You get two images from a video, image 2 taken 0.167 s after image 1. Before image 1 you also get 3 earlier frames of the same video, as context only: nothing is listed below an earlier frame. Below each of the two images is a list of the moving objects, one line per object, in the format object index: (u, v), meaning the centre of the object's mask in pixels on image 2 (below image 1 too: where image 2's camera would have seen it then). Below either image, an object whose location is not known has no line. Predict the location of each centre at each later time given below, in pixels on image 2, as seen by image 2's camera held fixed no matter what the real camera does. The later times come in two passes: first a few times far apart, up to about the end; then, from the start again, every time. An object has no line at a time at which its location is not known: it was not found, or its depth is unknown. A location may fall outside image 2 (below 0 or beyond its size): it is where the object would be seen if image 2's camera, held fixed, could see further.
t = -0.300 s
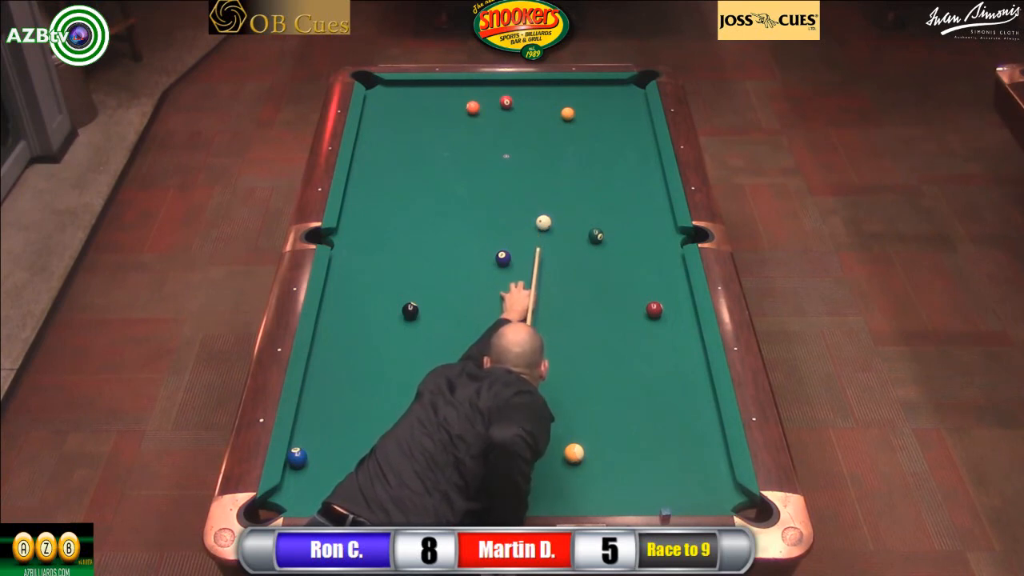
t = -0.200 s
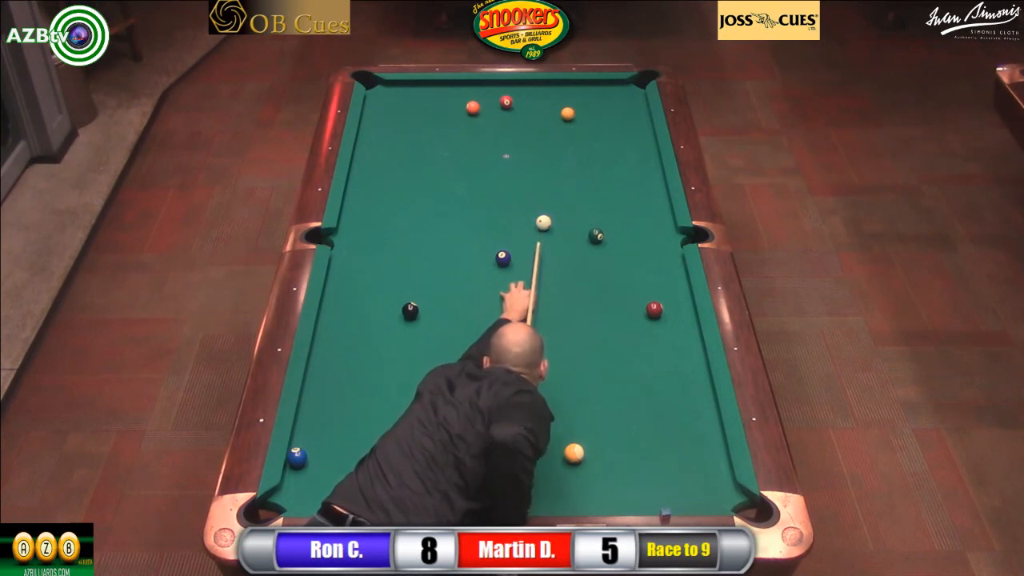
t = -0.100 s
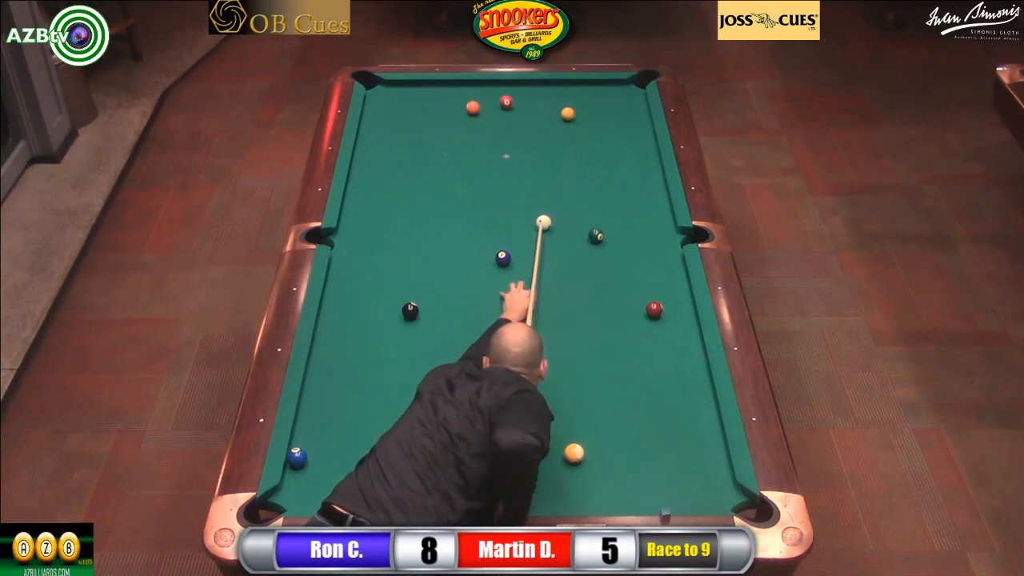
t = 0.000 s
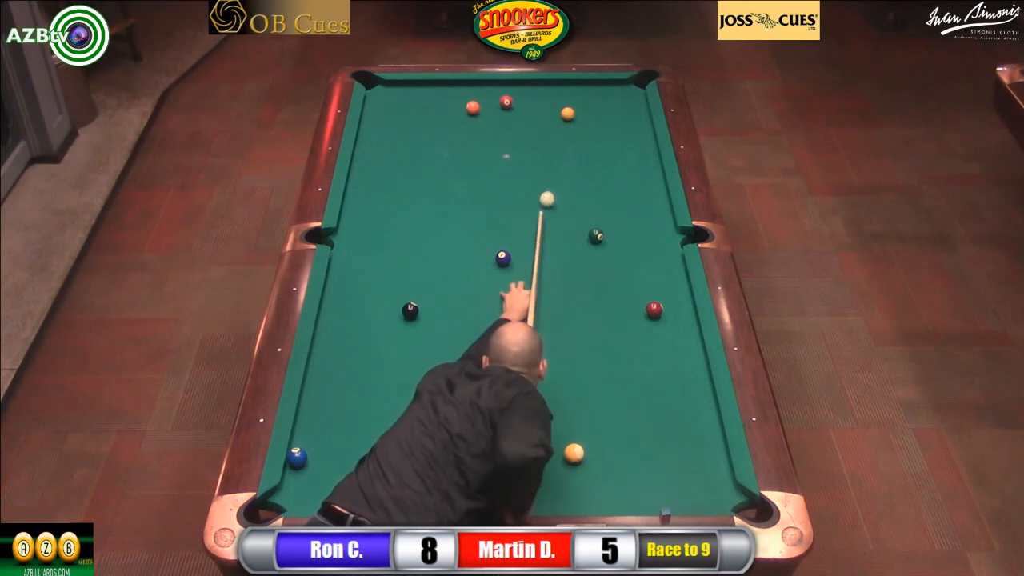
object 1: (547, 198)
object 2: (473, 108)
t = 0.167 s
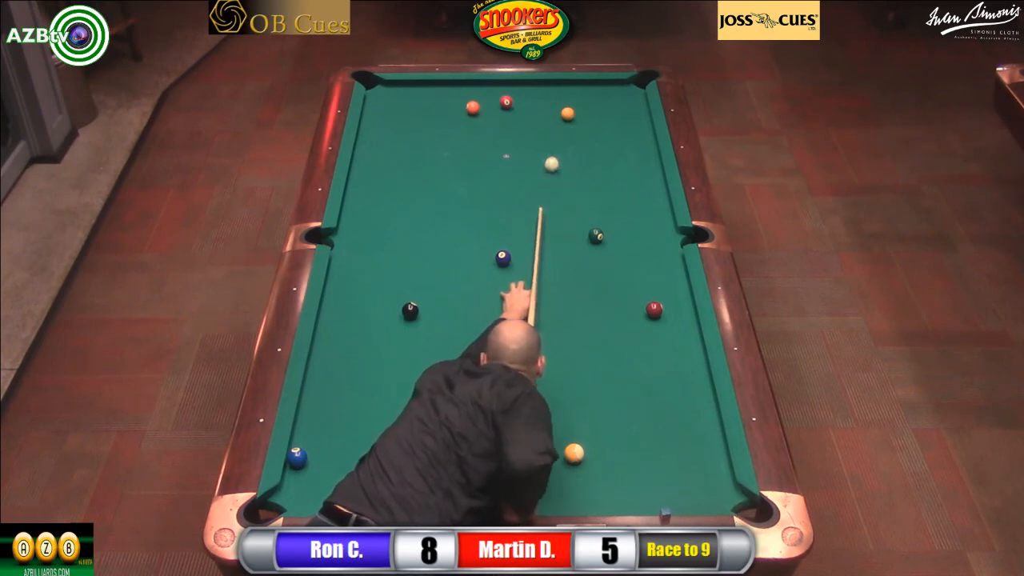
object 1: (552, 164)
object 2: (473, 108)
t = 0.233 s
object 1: (553, 151)
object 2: (473, 108)
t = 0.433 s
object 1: (556, 117)
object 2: (473, 108)
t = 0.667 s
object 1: (528, 94)
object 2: (473, 108)
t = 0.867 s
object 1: (507, 88)
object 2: (472, 108)
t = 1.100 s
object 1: (483, 101)
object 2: (472, 108)
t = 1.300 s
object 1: (475, 104)
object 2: (461, 115)
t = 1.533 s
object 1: (467, 106)
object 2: (447, 124)
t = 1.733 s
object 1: (462, 108)
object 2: (435, 132)
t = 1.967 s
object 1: (456, 110)
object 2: (422, 141)
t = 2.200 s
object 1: (451, 111)
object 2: (409, 149)
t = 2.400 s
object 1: (448, 112)
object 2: (399, 157)
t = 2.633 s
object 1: (444, 113)
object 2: (386, 165)
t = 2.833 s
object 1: (442, 114)
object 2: (376, 171)
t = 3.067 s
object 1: (440, 114)
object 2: (366, 179)
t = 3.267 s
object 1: (440, 114)
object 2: (357, 185)
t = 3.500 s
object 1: (439, 114)
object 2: (352, 191)
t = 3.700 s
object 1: (439, 114)
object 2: (355, 195)
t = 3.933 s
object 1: (439, 115)
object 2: (357, 199)
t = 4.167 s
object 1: (439, 115)
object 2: (359, 202)
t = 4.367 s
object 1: (439, 115)
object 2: (361, 205)
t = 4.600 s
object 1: (439, 115)
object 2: (363, 207)
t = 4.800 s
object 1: (439, 115)
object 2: (364, 209)
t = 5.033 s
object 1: (439, 114)
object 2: (365, 210)
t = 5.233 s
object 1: (439, 115)
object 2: (365, 211)
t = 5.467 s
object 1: (439, 114)
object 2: (365, 211)
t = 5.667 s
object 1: (439, 114)
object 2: (365, 211)
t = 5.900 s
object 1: (439, 114)
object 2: (365, 211)
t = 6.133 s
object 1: (439, 114)
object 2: (365, 211)
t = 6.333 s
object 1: (439, 114)
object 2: (365, 211)
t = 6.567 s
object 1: (439, 115)
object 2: (365, 211)
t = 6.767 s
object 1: (439, 115)
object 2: (365, 211)
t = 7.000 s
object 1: (439, 115)
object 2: (365, 211)
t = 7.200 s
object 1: (439, 115)
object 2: (365, 211)
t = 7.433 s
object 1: (439, 115)
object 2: (365, 211)
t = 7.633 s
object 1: (439, 115)
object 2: (365, 211)
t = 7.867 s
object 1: (439, 115)
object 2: (365, 211)
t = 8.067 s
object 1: (439, 115)
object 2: (365, 211)
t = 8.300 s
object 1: (439, 115)
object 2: (365, 211)
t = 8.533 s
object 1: (439, 115)
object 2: (365, 211)
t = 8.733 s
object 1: (439, 114)
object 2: (365, 211)
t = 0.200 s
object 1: (553, 157)
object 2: (473, 108)
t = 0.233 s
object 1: (553, 151)
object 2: (473, 108)
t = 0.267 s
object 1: (554, 145)
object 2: (472, 108)
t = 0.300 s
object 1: (555, 138)
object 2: (472, 108)
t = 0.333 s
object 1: (556, 133)
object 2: (472, 108)
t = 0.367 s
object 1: (557, 127)
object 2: (473, 108)
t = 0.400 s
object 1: (557, 121)
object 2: (473, 108)
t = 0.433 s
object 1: (556, 117)
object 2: (473, 108)
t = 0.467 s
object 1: (551, 113)
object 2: (473, 108)
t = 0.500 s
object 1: (546, 110)
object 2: (473, 108)
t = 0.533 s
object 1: (542, 107)
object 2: (473, 108)
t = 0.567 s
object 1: (539, 104)
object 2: (473, 108)
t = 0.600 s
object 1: (535, 100)
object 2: (473, 108)
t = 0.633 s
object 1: (531, 97)
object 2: (472, 108)
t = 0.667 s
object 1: (528, 94)
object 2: (473, 108)
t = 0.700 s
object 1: (524, 91)
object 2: (472, 108)
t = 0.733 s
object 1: (521, 88)
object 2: (473, 108)
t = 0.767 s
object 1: (517, 84)
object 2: (472, 108)
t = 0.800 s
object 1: (514, 84)
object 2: (473, 108)
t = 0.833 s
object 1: (510, 86)
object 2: (473, 108)
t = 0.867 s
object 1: (507, 88)
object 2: (472, 108)
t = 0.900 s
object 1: (504, 89)
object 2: (472, 108)
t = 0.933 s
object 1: (500, 91)
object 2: (473, 108)
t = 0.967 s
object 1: (496, 93)
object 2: (472, 108)
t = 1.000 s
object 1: (493, 95)
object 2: (472, 108)
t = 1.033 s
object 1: (490, 97)
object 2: (472, 108)
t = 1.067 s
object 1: (486, 99)
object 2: (472, 108)
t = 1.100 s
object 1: (483, 101)
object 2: (472, 108)
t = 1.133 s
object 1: (480, 102)
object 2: (472, 108)
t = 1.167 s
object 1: (479, 102)
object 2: (469, 110)
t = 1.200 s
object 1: (478, 103)
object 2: (467, 111)
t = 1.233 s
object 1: (477, 103)
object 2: (465, 112)
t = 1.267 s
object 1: (476, 104)
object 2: (463, 114)
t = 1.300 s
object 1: (475, 104)
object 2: (461, 115)
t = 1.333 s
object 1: (473, 104)
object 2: (459, 116)
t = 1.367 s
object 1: (472, 105)
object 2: (457, 118)
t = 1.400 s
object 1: (471, 105)
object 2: (455, 119)
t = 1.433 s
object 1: (470, 105)
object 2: (453, 120)
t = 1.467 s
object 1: (469, 106)
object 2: (451, 122)
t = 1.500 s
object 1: (468, 106)
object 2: (449, 123)
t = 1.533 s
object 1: (467, 106)
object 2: (447, 124)
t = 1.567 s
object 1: (466, 106)
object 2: (445, 126)
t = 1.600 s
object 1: (465, 107)
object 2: (443, 127)
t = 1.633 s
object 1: (465, 107)
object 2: (441, 128)
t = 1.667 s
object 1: (464, 107)
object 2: (439, 129)
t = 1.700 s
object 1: (463, 108)
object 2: (437, 131)
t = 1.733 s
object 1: (462, 108)
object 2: (435, 132)
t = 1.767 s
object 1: (461, 108)
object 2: (433, 133)
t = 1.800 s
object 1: (460, 108)
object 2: (431, 135)
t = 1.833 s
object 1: (459, 109)
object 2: (430, 136)
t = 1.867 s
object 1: (458, 109)
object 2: (427, 137)
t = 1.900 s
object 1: (458, 109)
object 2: (426, 138)
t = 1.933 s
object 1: (456, 110)
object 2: (424, 140)
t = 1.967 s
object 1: (456, 110)
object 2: (422, 141)
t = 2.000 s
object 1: (455, 110)
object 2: (420, 142)
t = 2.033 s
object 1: (454, 110)
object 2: (418, 143)
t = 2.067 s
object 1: (454, 110)
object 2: (416, 145)
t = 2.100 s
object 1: (453, 111)
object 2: (415, 146)
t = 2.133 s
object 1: (452, 111)
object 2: (413, 147)
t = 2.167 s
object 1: (452, 111)
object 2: (411, 148)
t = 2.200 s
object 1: (451, 111)
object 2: (409, 149)
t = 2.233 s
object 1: (450, 111)
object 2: (407, 151)
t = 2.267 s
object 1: (450, 112)
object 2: (405, 152)
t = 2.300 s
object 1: (449, 112)
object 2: (404, 153)
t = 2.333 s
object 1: (449, 112)
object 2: (402, 154)
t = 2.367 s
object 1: (448, 112)
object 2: (400, 155)
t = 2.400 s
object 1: (448, 112)
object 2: (399, 157)
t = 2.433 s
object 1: (447, 112)
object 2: (397, 158)
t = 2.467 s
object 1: (446, 113)
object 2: (395, 159)
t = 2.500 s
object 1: (446, 113)
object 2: (393, 160)
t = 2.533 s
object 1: (445, 113)
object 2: (391, 162)
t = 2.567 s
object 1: (445, 113)
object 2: (390, 163)
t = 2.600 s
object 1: (445, 113)
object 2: (388, 164)
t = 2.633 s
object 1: (444, 113)
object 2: (386, 165)
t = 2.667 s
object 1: (444, 113)
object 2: (385, 166)
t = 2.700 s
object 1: (443, 113)
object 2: (383, 167)
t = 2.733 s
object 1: (443, 113)
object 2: (381, 168)
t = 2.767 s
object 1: (443, 113)
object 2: (380, 169)
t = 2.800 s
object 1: (442, 114)
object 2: (378, 170)
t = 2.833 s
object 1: (442, 114)
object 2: (376, 171)
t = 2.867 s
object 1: (442, 114)
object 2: (375, 173)
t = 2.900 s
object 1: (441, 114)
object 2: (373, 174)
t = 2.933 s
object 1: (441, 114)
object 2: (372, 174)
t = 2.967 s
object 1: (441, 114)
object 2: (370, 176)
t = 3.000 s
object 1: (440, 114)
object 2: (369, 177)
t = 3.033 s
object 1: (440, 114)
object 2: (367, 178)
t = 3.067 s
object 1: (440, 114)
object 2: (366, 179)
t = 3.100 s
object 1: (440, 114)
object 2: (364, 180)
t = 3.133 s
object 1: (440, 114)
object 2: (362, 181)
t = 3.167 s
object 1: (440, 114)
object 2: (361, 182)
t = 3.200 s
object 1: (440, 114)
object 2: (360, 183)
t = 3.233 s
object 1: (440, 114)
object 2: (358, 184)
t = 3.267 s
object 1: (440, 114)
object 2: (357, 185)
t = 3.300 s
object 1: (439, 114)
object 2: (355, 186)
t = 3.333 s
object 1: (439, 114)
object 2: (353, 187)
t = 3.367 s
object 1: (439, 114)
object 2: (352, 188)
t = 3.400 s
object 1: (439, 114)
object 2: (351, 189)
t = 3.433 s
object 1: (439, 114)
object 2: (352, 190)
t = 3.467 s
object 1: (439, 114)
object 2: (352, 190)
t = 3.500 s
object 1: (439, 114)
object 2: (352, 191)
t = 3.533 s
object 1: (439, 114)
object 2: (353, 192)
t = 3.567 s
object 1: (439, 114)
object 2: (353, 192)
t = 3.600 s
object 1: (439, 114)
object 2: (354, 193)
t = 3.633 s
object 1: (439, 114)
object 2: (354, 193)
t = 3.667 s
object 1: (439, 114)
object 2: (355, 194)
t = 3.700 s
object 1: (439, 114)
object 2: (355, 195)
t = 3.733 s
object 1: (439, 114)
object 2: (355, 195)
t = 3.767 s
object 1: (439, 114)
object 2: (356, 196)
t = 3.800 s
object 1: (439, 114)
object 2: (356, 197)
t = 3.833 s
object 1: (439, 114)
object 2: (356, 197)
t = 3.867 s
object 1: (439, 114)
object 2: (357, 198)
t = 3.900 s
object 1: (439, 114)
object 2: (357, 198)
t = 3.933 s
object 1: (439, 115)
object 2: (357, 199)
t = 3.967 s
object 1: (439, 115)
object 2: (358, 199)
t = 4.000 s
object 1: (439, 115)
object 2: (358, 200)
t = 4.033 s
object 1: (439, 115)
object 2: (358, 200)
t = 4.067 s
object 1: (439, 115)
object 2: (358, 201)
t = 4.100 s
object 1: (439, 115)
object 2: (359, 201)
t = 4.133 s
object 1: (439, 115)
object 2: (359, 202)
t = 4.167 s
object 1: (439, 115)
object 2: (359, 202)
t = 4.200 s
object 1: (439, 115)
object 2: (360, 203)
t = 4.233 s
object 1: (439, 115)
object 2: (360, 203)
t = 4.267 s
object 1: (439, 115)
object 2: (360, 204)
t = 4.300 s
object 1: (439, 115)
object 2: (360, 204)
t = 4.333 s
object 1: (439, 115)
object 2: (361, 204)
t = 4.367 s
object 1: (439, 115)
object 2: (361, 205)
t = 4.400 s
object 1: (439, 115)
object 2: (361, 205)
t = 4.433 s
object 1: (439, 115)
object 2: (361, 206)
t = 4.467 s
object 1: (439, 115)
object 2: (362, 206)
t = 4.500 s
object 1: (439, 115)
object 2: (362, 206)
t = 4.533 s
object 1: (439, 115)
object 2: (362, 207)
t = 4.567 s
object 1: (439, 114)
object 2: (362, 207)
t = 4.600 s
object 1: (439, 115)
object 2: (363, 207)
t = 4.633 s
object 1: (439, 114)
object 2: (363, 208)
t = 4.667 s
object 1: (439, 114)
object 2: (363, 208)
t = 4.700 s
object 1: (439, 114)
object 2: (363, 208)
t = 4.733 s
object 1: (439, 114)
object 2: (363, 208)
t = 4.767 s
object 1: (439, 114)
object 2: (363, 209)
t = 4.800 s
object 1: (439, 115)
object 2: (364, 209)
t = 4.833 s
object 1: (439, 115)
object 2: (364, 209)
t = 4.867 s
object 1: (439, 114)
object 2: (364, 209)
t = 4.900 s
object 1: (439, 115)
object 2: (364, 209)
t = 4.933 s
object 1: (439, 115)
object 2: (364, 210)
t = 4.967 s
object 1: (439, 114)
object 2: (364, 210)
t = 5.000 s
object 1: (439, 114)
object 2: (365, 210)
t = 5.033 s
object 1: (439, 114)
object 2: (365, 210)
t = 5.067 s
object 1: (439, 114)
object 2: (365, 210)
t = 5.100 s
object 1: (439, 114)
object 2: (365, 210)
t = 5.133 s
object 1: (439, 114)
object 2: (365, 210)
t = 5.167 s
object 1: (439, 115)
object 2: (365, 211)
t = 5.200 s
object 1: (439, 114)
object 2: (365, 211)
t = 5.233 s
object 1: (439, 115)
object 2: (365, 211)
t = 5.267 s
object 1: (439, 114)
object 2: (365, 211)
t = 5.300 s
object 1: (439, 114)
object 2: (365, 211)
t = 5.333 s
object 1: (439, 114)
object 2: (365, 211)
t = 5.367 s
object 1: (439, 114)
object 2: (365, 211)
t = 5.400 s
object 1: (439, 114)
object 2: (365, 211)
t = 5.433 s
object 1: (439, 114)
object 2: (365, 211)
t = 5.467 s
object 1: (439, 114)
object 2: (365, 211)
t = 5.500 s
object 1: (439, 114)
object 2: (365, 211)
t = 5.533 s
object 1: (439, 114)
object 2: (365, 211)
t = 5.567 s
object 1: (439, 114)
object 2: (365, 211)
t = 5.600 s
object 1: (439, 114)
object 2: (365, 211)
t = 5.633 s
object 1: (439, 114)
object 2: (365, 211)
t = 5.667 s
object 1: (439, 114)
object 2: (365, 211)
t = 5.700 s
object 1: (439, 114)
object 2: (365, 211)
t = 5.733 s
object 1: (439, 115)
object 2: (365, 211)
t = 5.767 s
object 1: (439, 114)
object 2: (365, 211)
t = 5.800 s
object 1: (439, 114)
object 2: (365, 211)
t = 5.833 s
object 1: (439, 114)
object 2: (365, 211)
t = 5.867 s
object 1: (439, 114)
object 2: (365, 211)
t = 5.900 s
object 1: (439, 114)
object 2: (365, 211)
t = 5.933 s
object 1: (439, 114)
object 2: (365, 211)
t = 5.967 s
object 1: (439, 114)
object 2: (365, 211)
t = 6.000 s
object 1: (439, 114)
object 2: (365, 211)
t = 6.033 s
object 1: (439, 115)
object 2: (365, 211)
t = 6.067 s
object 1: (439, 114)
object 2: (365, 211)
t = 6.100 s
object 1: (439, 114)
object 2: (365, 211)
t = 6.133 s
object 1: (439, 114)
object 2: (365, 211)
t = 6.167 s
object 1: (439, 114)
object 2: (365, 211)
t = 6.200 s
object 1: (439, 114)
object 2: (365, 211)
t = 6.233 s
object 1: (439, 114)
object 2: (365, 211)
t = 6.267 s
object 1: (439, 114)
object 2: (365, 211)
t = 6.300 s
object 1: (439, 114)
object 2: (365, 211)
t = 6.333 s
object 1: (439, 114)
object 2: (365, 211)
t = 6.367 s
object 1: (439, 114)
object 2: (365, 211)
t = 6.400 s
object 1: (439, 114)
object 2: (365, 211)
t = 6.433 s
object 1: (439, 114)
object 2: (365, 211)
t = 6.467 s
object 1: (439, 115)
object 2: (365, 211)
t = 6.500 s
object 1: (439, 114)
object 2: (365, 211)
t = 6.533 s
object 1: (439, 114)
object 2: (365, 211)
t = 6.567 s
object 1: (439, 115)
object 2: (365, 211)
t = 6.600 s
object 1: (439, 115)
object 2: (365, 211)
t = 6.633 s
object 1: (439, 115)
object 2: (365, 211)
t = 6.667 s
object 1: (439, 115)
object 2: (365, 211)
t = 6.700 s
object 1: (439, 115)
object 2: (365, 211)
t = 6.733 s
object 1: (439, 115)
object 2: (365, 211)
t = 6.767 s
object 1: (439, 115)
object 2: (365, 211)
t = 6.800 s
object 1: (439, 115)
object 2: (365, 211)
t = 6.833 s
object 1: (439, 115)
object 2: (365, 211)
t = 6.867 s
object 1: (439, 115)
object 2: (365, 211)
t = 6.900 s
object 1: (439, 115)
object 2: (365, 211)
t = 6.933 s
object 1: (439, 115)
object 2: (365, 211)
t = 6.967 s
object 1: (439, 115)
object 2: (365, 211)
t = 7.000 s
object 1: (439, 115)
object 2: (365, 211)
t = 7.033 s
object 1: (439, 115)
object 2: (365, 211)
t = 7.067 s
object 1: (439, 115)
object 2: (365, 211)
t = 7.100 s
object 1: (439, 115)
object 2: (365, 211)
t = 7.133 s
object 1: (439, 115)
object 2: (365, 211)
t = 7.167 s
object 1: (439, 115)
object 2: (365, 211)
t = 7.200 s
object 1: (439, 115)
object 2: (365, 211)
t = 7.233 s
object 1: (439, 115)
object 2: (365, 211)
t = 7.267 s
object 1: (439, 115)
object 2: (365, 211)
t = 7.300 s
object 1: (439, 115)
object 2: (365, 211)
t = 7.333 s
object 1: (439, 115)
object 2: (365, 211)
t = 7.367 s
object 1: (439, 115)
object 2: (365, 211)
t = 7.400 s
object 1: (439, 115)
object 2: (365, 211)
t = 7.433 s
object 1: (439, 115)
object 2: (365, 211)
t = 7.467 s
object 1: (439, 115)
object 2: (365, 211)
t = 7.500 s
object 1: (439, 115)
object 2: (365, 211)
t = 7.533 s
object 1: (439, 115)
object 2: (365, 211)
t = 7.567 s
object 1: (439, 115)
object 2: (365, 211)
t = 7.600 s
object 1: (439, 115)
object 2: (365, 211)
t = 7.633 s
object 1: (439, 115)
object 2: (365, 211)
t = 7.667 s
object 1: (439, 115)
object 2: (365, 211)
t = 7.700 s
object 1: (439, 115)
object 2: (365, 211)
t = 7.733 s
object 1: (439, 115)
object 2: (365, 211)
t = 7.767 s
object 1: (439, 115)
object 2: (365, 211)
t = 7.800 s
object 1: (439, 115)
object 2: (365, 211)
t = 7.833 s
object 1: (439, 115)
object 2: (365, 211)
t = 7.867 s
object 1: (439, 115)
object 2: (365, 211)
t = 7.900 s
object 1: (439, 115)
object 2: (365, 211)
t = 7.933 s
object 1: (439, 114)
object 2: (365, 211)
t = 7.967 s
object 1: (439, 115)
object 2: (365, 211)
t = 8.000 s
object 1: (439, 114)
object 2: (365, 211)
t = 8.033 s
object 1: (439, 115)
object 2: (365, 211)
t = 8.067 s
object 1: (439, 115)
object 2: (365, 211)
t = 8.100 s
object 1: (439, 115)
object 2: (365, 211)
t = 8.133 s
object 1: (439, 115)
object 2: (365, 211)
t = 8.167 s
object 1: (439, 114)
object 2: (365, 211)
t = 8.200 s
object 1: (439, 115)
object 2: (365, 211)
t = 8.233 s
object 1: (439, 115)
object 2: (365, 211)
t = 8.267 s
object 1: (439, 115)
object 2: (365, 211)
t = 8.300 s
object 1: (439, 115)
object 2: (365, 211)
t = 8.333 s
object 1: (439, 115)
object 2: (365, 211)
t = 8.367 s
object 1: (439, 115)
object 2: (365, 211)
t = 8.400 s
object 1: (439, 115)
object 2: (365, 211)
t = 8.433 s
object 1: (439, 115)
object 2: (365, 211)
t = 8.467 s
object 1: (439, 115)
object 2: (365, 211)
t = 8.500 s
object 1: (439, 115)
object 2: (365, 211)
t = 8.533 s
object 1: (439, 115)
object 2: (365, 211)
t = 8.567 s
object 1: (439, 114)
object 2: (365, 211)
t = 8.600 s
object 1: (439, 114)
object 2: (365, 211)
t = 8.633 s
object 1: (439, 114)
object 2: (365, 211)
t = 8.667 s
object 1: (439, 114)
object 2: (365, 211)
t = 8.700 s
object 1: (439, 114)
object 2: (365, 211)
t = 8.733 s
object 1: (439, 114)
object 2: (365, 211)
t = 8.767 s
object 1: (439, 114)
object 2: (365, 211)
